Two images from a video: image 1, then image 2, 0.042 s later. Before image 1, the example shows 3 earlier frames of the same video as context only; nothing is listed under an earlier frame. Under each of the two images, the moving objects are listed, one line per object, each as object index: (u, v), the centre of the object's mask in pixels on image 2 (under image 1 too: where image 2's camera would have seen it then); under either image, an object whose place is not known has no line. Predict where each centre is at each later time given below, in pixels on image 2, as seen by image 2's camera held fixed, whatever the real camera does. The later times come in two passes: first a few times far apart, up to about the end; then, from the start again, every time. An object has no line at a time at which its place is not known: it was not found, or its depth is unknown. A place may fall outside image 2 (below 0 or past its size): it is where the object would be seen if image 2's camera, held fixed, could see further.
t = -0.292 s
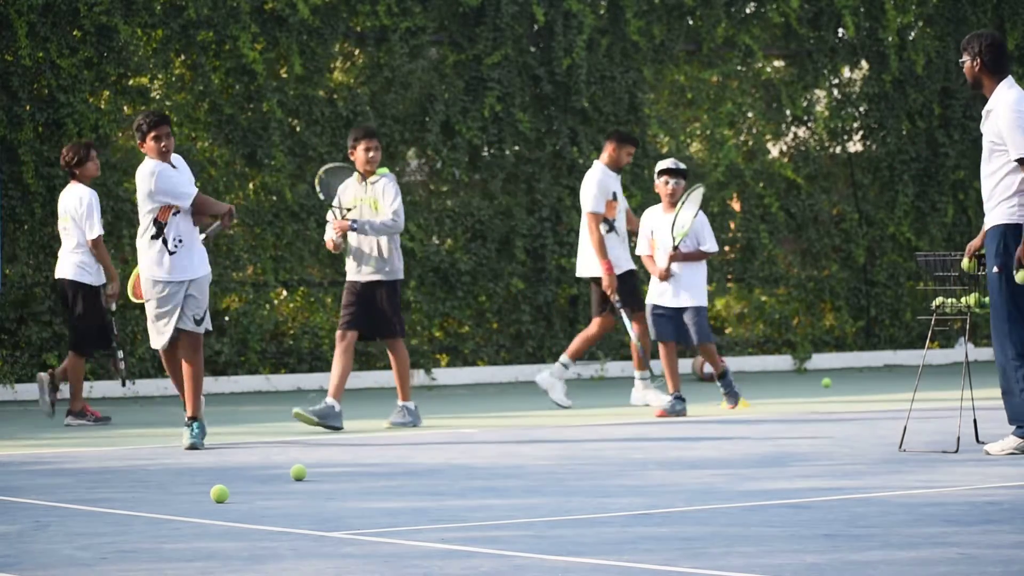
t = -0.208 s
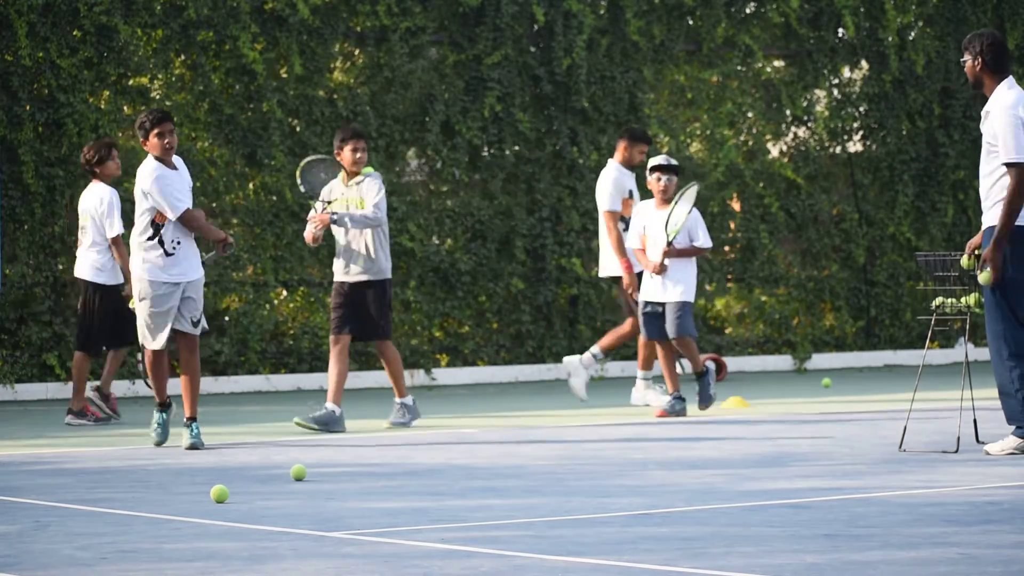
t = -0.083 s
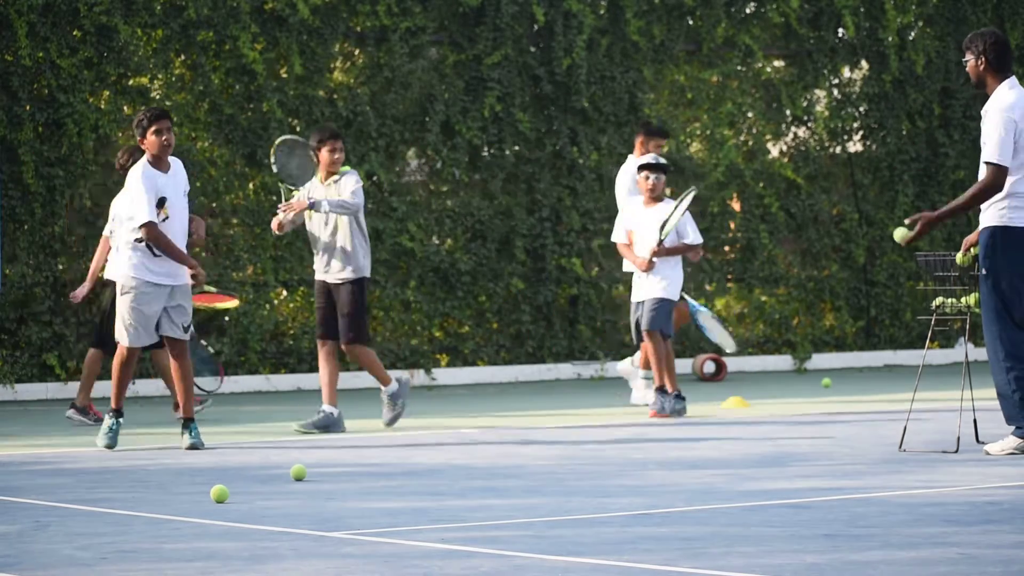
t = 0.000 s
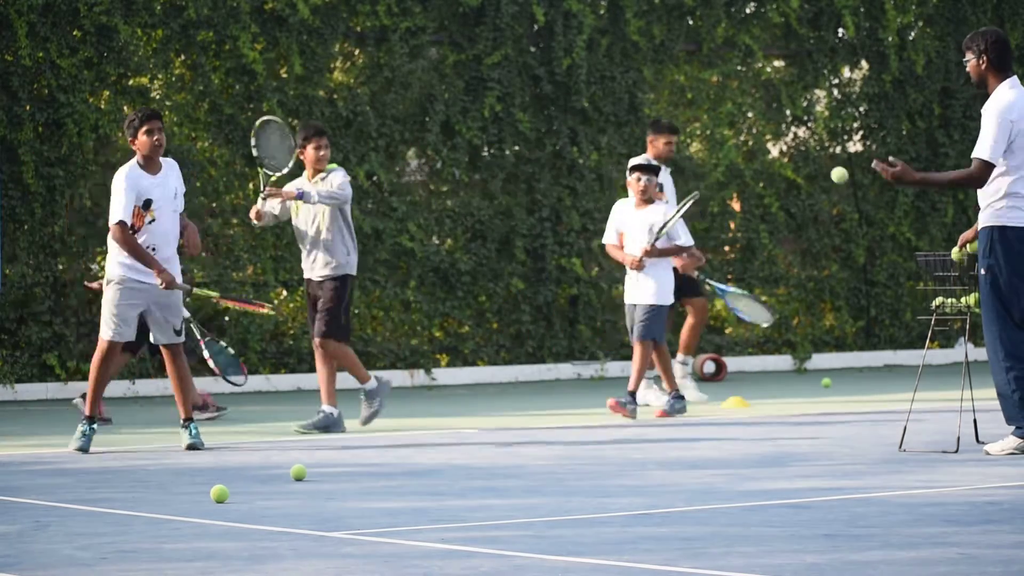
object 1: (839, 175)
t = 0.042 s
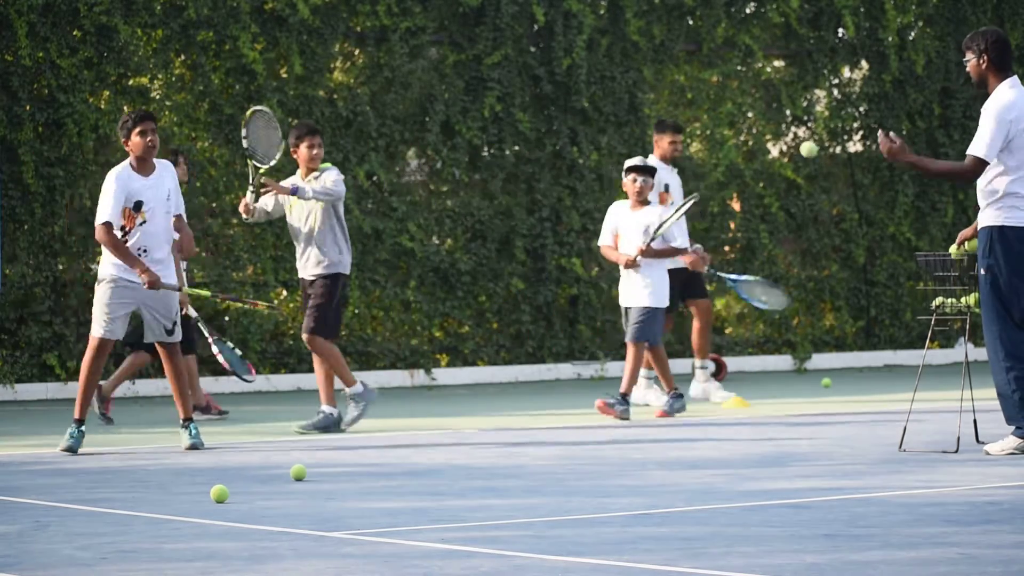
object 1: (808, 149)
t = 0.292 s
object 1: (627, 81)
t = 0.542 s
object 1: (453, 156)
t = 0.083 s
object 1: (778, 128)
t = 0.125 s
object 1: (747, 111)
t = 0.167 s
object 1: (717, 97)
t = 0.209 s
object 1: (687, 87)
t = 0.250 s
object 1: (657, 82)
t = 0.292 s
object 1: (627, 81)
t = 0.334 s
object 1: (598, 83)
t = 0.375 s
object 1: (568, 90)
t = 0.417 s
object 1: (539, 100)
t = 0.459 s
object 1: (510, 115)
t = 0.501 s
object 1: (481, 134)
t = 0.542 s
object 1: (453, 156)
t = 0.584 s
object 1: (425, 183)
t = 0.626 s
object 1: (397, 213)
